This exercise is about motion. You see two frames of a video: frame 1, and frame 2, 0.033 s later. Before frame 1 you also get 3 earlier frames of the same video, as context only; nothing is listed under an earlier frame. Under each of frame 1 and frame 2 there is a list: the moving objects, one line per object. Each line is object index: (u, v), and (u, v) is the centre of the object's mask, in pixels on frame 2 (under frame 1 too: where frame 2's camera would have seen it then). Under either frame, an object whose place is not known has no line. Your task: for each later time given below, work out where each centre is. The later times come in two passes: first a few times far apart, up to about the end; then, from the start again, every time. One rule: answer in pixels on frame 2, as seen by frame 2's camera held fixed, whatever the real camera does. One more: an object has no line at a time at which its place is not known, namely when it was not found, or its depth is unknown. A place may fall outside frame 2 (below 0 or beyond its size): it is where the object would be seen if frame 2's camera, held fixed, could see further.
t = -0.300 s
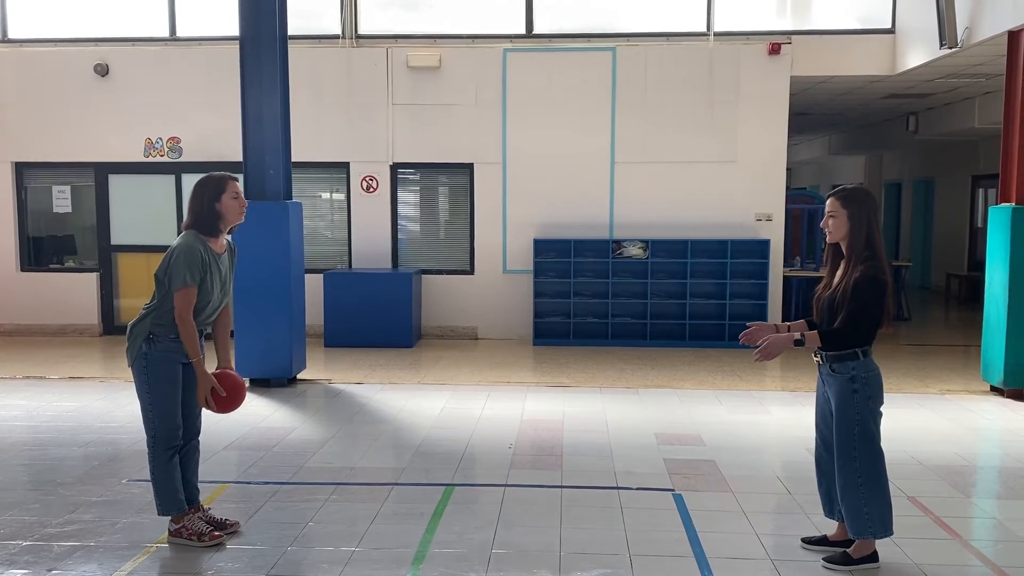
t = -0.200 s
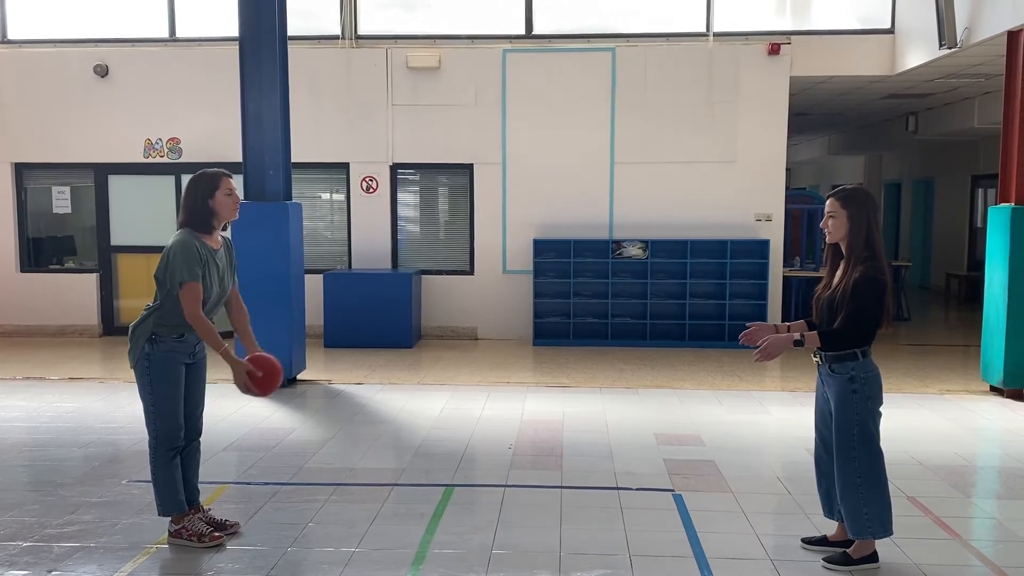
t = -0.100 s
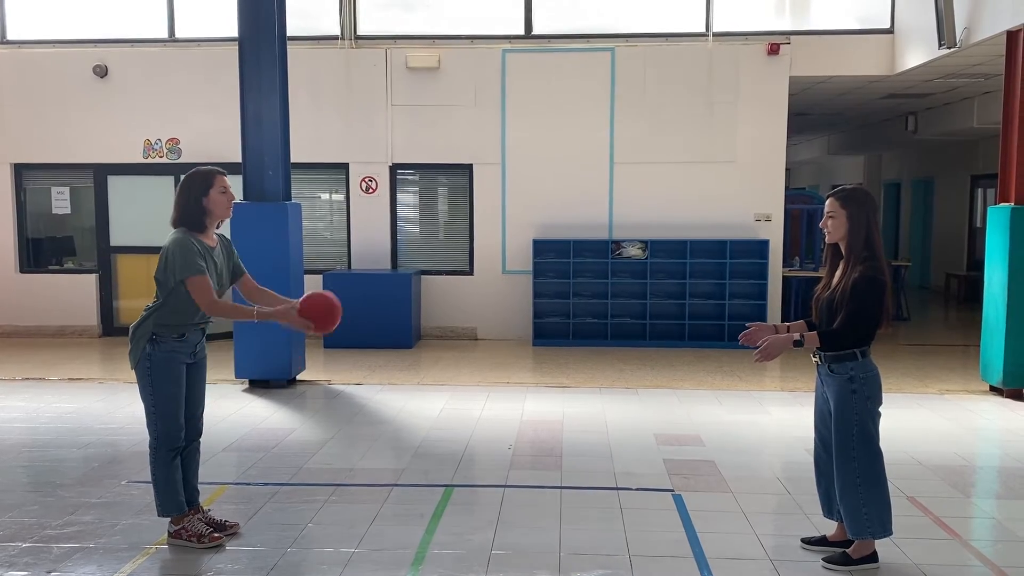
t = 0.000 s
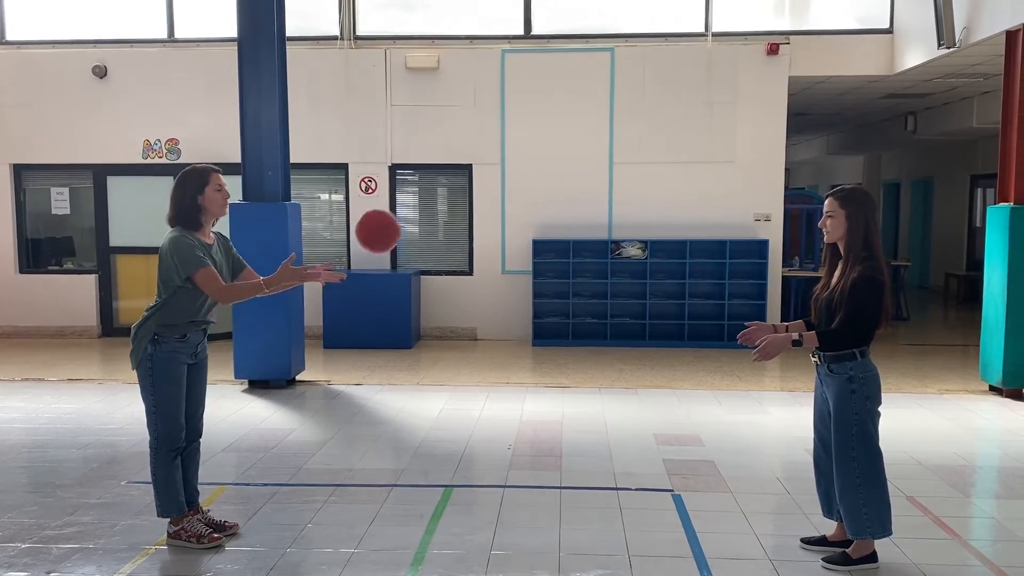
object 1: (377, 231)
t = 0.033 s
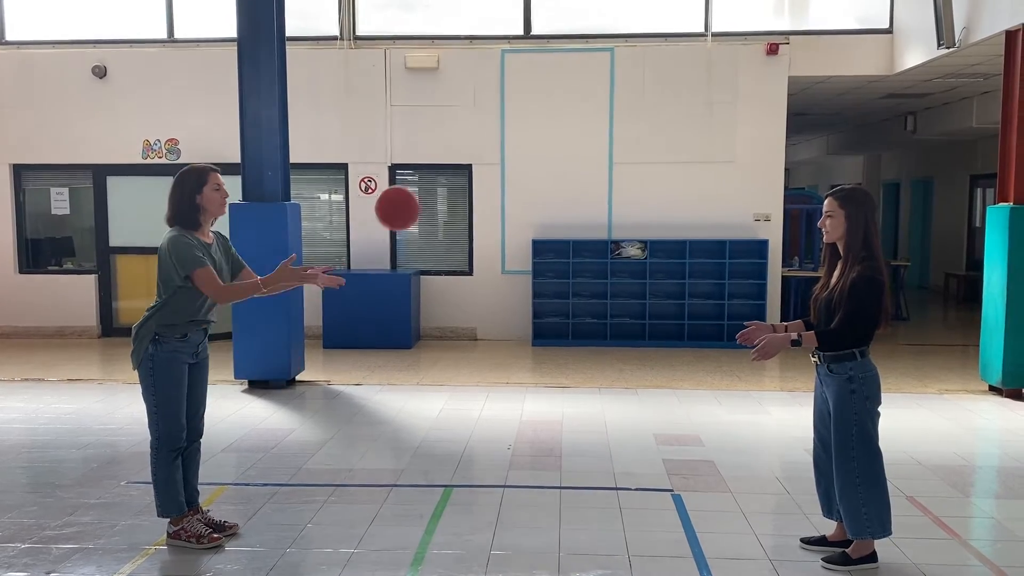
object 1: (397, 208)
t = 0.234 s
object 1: (516, 126)
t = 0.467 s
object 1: (652, 148)
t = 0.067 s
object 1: (417, 188)
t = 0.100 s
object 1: (437, 171)
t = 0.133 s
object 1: (456, 156)
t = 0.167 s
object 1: (476, 143)
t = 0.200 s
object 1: (496, 134)
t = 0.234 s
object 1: (516, 126)
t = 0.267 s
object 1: (536, 122)
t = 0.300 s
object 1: (555, 120)
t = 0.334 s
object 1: (575, 120)
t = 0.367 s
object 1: (594, 123)
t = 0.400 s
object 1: (614, 129)
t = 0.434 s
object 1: (633, 137)
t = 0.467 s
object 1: (652, 148)
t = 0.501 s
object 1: (671, 161)
